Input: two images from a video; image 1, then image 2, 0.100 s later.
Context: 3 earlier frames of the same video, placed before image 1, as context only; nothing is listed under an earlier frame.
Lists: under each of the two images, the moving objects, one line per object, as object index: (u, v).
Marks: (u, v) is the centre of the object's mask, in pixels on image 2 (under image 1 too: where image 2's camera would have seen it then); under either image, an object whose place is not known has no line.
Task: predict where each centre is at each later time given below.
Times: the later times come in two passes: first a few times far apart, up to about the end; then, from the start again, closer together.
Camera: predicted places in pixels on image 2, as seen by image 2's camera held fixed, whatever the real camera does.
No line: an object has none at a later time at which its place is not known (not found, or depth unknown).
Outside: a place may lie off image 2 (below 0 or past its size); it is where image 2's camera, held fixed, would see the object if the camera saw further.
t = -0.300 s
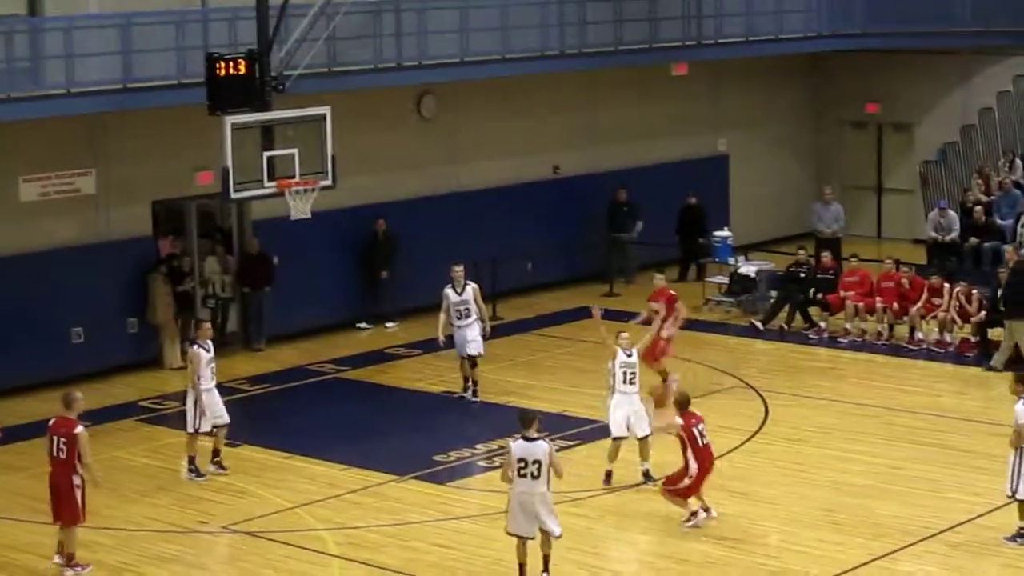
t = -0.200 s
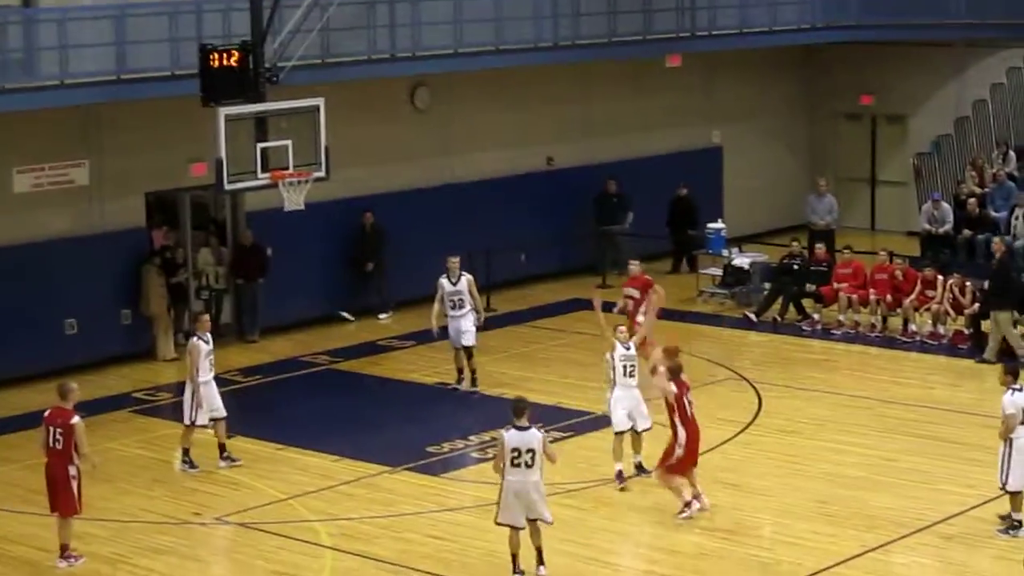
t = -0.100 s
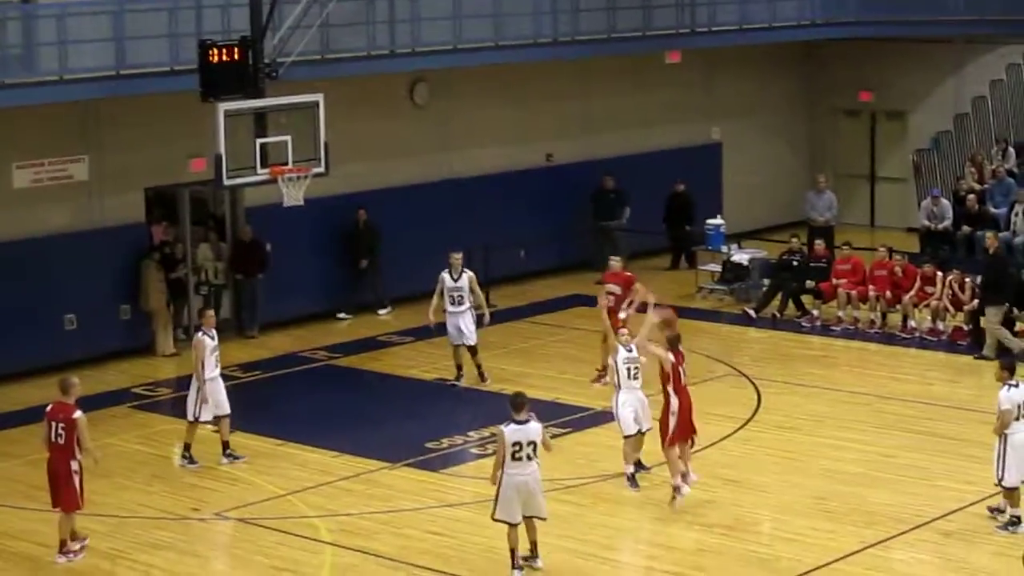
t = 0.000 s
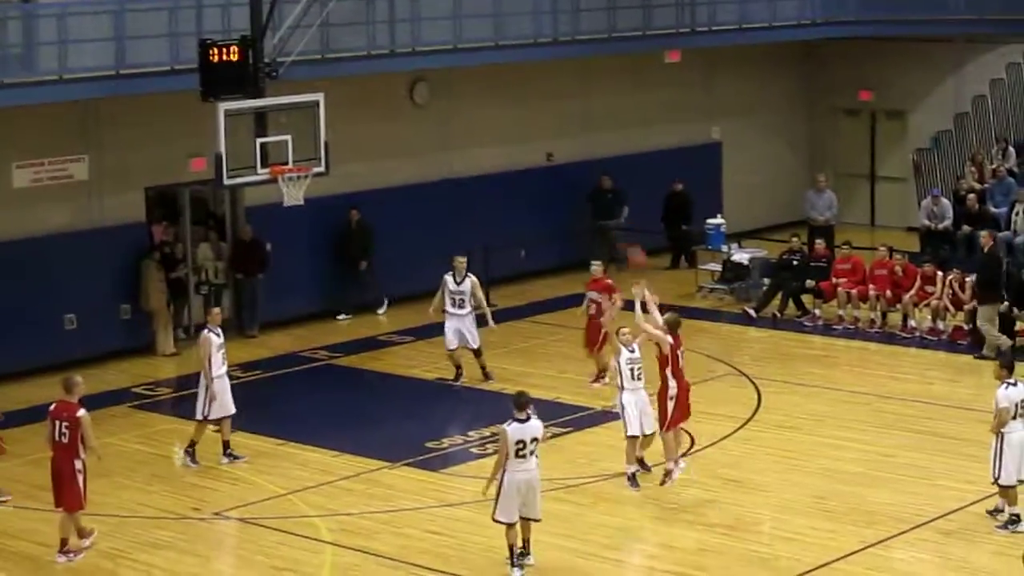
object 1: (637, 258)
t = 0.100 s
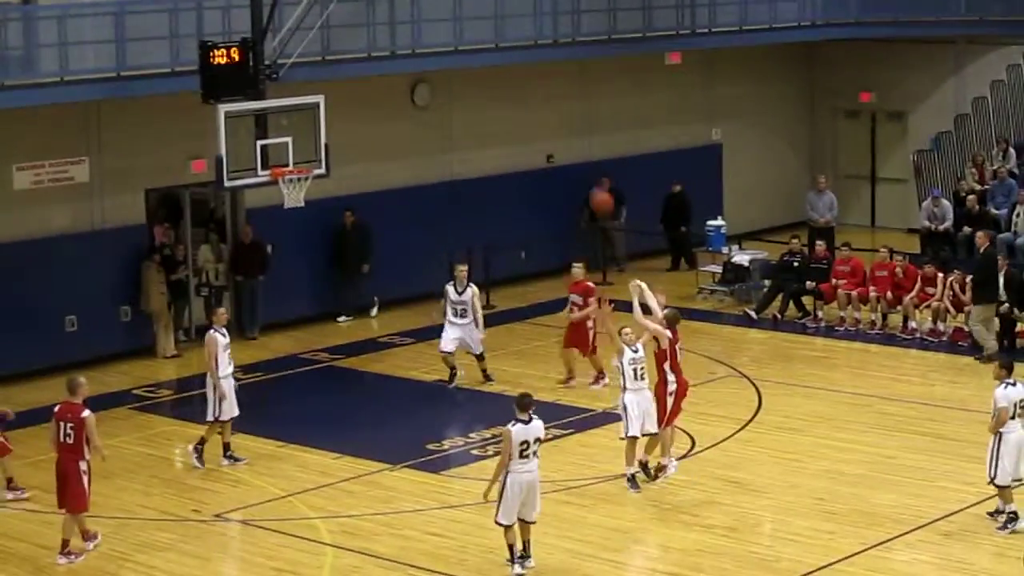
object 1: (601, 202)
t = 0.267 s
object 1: (542, 123)
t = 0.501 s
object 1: (471, 63)
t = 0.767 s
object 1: (401, 53)
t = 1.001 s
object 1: (345, 90)
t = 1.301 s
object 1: (289, 188)
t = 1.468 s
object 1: (287, 205)
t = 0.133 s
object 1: (589, 184)
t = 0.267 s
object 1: (542, 123)
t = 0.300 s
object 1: (531, 111)
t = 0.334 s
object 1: (522, 100)
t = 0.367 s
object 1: (511, 89)
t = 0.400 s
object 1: (500, 80)
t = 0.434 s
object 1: (490, 76)
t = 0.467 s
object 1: (481, 67)
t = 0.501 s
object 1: (471, 63)
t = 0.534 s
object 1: (460, 56)
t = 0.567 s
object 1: (453, 57)
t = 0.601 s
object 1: (444, 53)
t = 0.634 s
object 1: (434, 51)
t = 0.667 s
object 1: (425, 51)
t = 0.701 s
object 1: (415, 51)
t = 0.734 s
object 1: (410, 52)
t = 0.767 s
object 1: (401, 53)
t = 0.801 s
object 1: (392, 56)
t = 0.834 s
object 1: (384, 59)
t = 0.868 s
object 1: (374, 66)
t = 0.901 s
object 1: (367, 72)
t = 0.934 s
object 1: (361, 77)
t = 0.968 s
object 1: (352, 84)
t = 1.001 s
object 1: (345, 90)
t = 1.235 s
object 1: (300, 167)
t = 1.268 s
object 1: (300, 171)
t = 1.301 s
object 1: (289, 188)
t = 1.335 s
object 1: (285, 191)
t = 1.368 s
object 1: (285, 189)
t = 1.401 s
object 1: (284, 194)
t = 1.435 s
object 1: (285, 197)
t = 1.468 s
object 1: (287, 205)
